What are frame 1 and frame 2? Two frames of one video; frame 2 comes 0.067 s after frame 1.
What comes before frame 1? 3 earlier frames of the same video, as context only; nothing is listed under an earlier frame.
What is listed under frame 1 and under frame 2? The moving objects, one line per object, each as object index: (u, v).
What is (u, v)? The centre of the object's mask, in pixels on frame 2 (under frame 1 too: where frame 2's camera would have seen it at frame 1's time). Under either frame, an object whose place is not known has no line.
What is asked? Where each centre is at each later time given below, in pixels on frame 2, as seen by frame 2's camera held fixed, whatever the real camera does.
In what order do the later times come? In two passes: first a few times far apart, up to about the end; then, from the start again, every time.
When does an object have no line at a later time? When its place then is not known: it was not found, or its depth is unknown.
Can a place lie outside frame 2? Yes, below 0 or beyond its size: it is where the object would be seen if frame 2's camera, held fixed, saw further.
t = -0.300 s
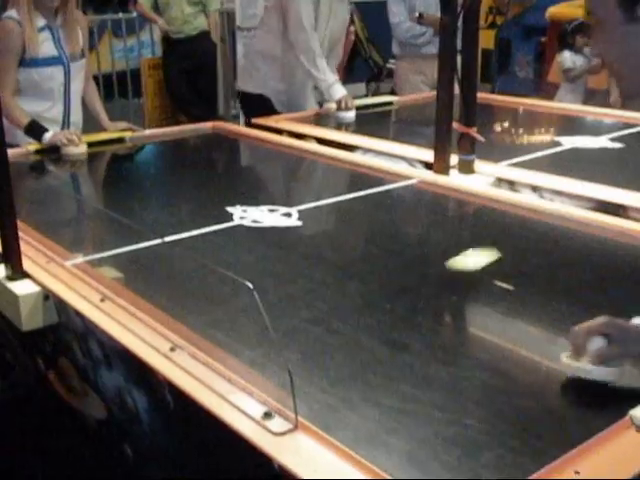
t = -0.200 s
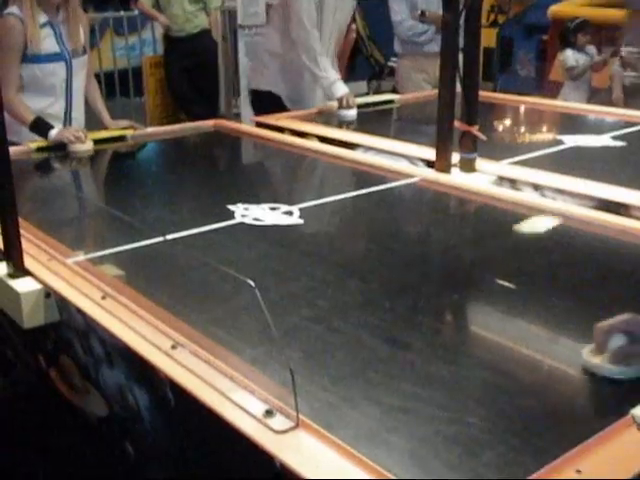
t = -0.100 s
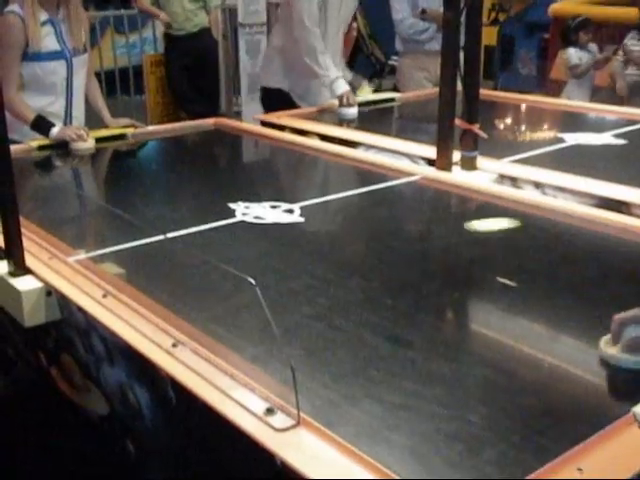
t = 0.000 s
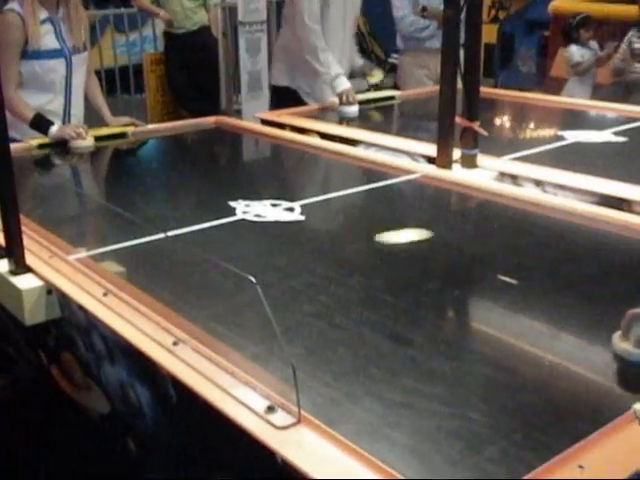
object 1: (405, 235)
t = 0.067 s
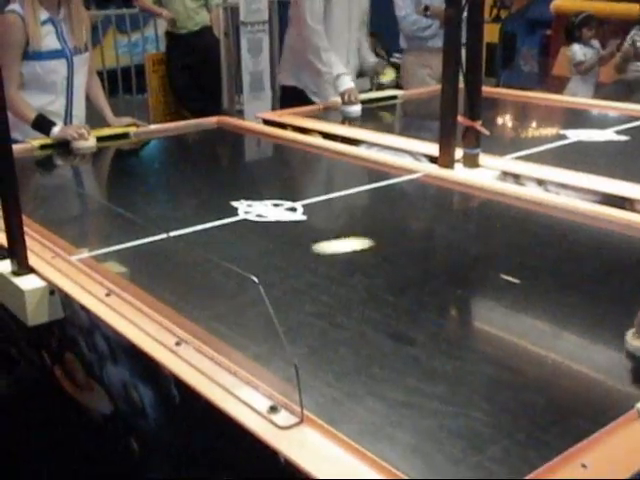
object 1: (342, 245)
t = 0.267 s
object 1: (137, 279)
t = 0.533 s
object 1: (300, 231)
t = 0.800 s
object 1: (430, 196)
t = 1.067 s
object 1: (410, 208)
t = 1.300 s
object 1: (334, 238)
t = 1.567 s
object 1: (223, 284)
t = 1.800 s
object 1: (227, 293)
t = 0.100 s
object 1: (309, 251)
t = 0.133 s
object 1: (275, 256)
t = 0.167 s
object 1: (240, 262)
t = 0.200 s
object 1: (204, 268)
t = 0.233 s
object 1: (166, 275)
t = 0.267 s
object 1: (137, 279)
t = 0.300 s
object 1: (149, 275)
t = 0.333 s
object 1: (173, 267)
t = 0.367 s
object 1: (197, 261)
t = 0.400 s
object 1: (219, 254)
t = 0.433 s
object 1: (241, 248)
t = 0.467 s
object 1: (262, 242)
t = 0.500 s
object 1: (281, 237)
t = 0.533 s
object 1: (300, 231)
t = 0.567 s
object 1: (319, 226)
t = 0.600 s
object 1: (336, 222)
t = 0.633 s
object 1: (353, 217)
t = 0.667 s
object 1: (370, 212)
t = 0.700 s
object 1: (386, 208)
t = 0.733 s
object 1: (401, 204)
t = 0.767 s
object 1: (415, 200)
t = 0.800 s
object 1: (430, 196)
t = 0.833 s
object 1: (444, 193)
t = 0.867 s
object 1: (458, 189)
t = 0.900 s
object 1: (458, 190)
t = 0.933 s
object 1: (448, 193)
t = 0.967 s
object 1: (439, 197)
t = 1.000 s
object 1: (430, 200)
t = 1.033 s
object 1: (420, 204)
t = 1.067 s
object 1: (410, 208)
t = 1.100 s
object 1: (401, 212)
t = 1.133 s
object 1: (390, 216)
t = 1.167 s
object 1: (380, 220)
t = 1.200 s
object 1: (369, 224)
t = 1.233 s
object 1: (358, 229)
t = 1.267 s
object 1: (346, 233)
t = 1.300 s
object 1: (334, 238)
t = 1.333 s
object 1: (322, 243)
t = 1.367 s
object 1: (310, 248)
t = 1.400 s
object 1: (297, 254)
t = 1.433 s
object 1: (283, 259)
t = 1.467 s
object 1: (269, 265)
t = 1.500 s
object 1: (255, 271)
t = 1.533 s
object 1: (240, 277)
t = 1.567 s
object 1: (223, 284)
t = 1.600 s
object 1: (208, 291)
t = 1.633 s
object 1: (191, 298)
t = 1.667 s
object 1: (175, 305)
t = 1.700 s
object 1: (178, 305)
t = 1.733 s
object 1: (194, 301)
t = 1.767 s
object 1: (211, 297)
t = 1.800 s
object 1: (227, 293)
